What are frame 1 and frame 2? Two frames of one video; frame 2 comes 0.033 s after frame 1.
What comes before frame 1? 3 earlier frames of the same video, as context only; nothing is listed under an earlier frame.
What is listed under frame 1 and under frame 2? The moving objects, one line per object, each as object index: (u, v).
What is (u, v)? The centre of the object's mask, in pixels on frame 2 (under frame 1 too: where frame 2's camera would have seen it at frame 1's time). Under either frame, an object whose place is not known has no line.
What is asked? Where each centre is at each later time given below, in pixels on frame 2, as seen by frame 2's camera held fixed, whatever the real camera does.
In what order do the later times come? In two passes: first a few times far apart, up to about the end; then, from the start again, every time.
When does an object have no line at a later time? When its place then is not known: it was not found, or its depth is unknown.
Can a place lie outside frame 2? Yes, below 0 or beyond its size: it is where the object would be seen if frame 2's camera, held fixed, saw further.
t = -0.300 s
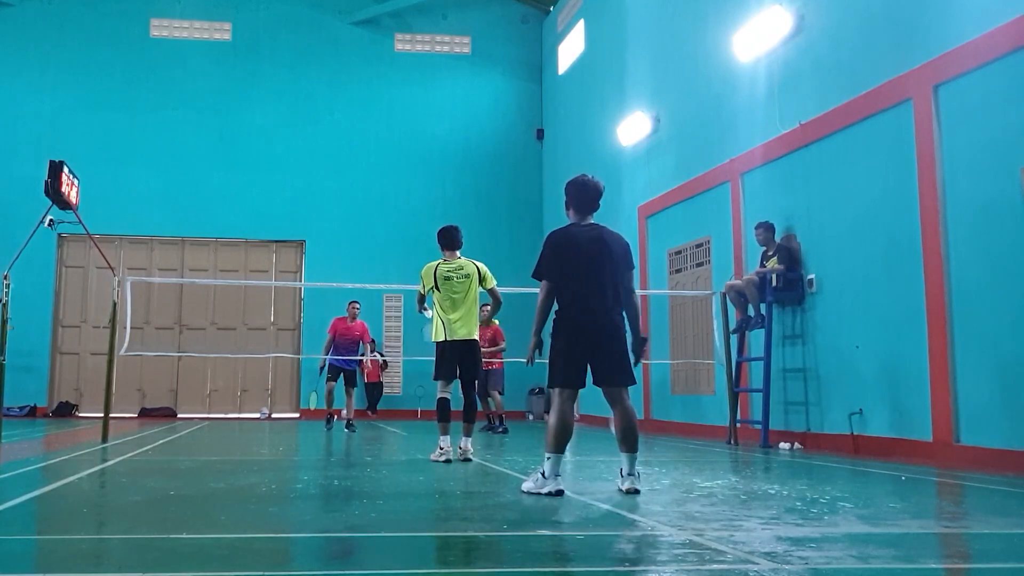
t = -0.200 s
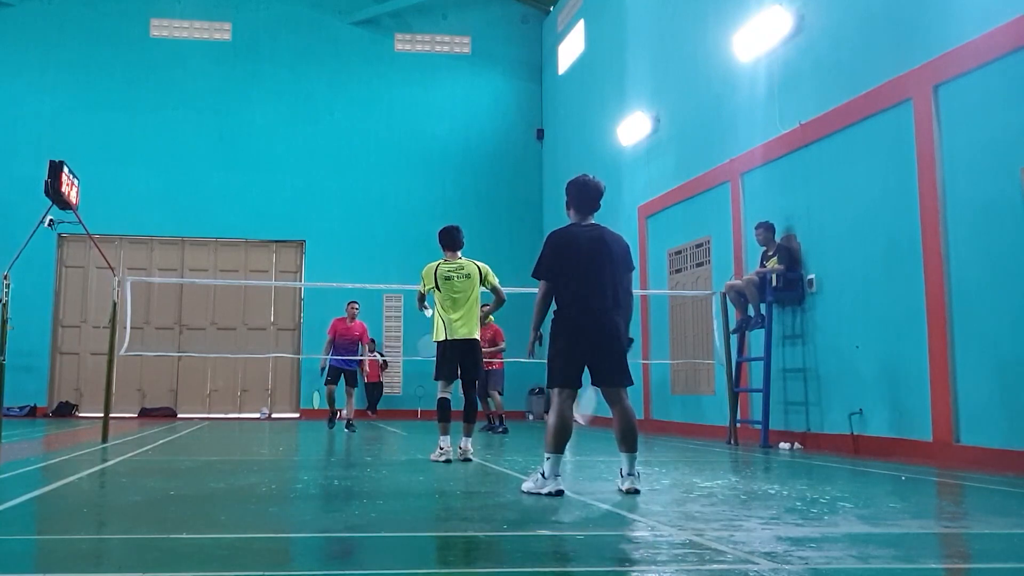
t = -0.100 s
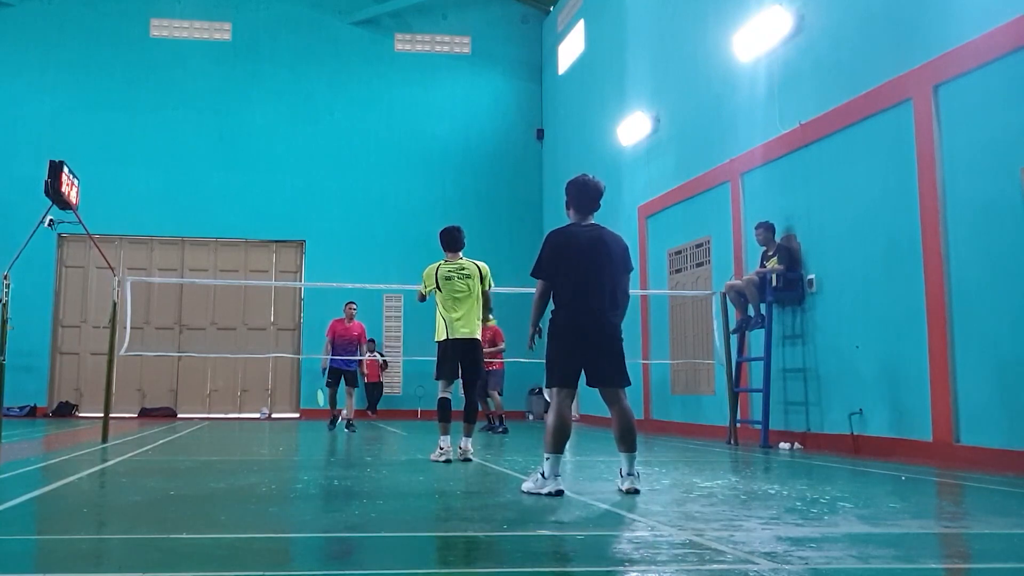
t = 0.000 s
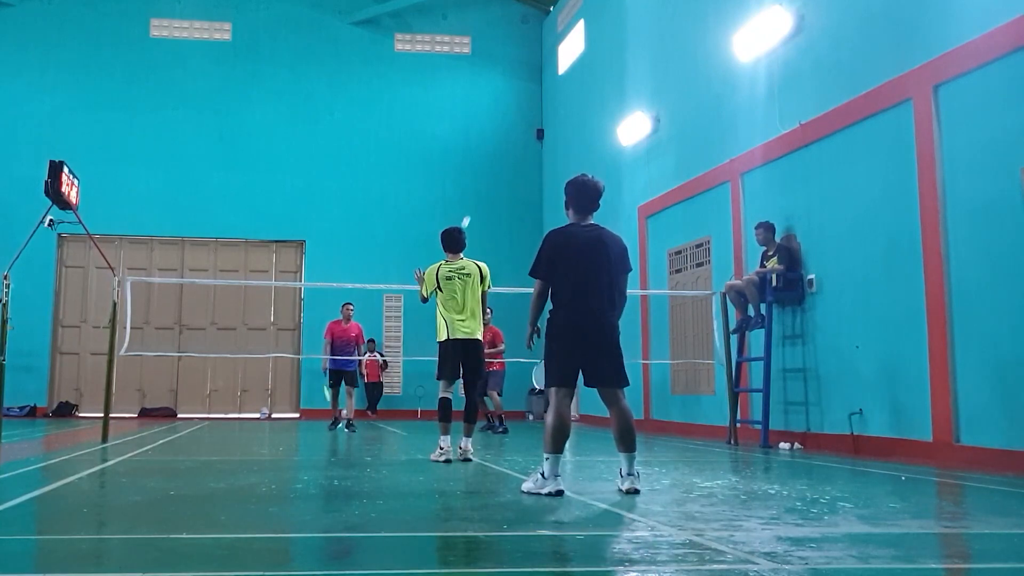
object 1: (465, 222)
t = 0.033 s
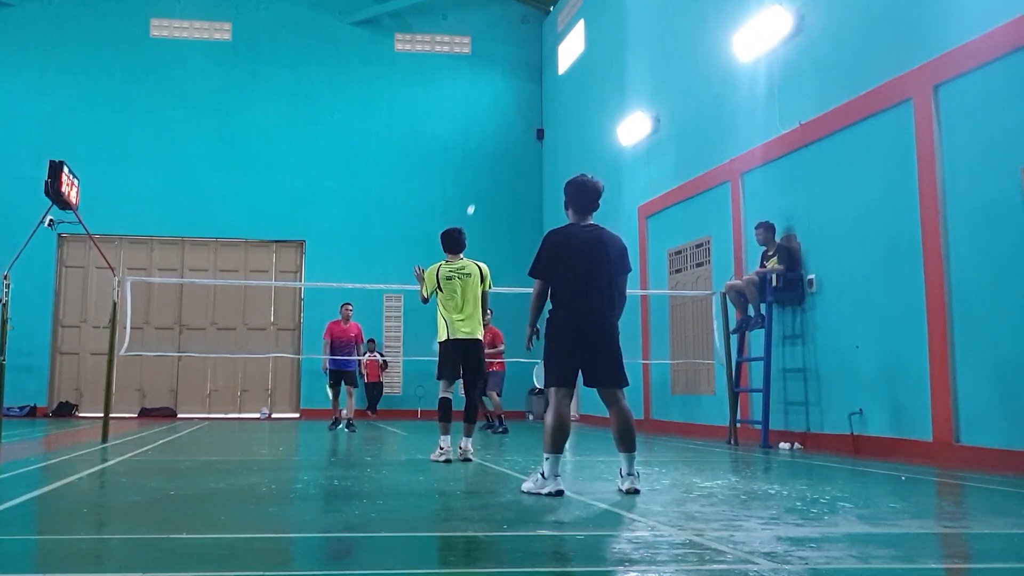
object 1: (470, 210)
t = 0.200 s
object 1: (490, 181)
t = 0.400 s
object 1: (504, 183)
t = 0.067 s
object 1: (474, 200)
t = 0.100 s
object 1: (479, 193)
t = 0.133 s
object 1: (483, 187)
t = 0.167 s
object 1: (487, 184)
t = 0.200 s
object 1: (490, 181)
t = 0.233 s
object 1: (493, 179)
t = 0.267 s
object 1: (495, 178)
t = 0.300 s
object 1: (497, 178)
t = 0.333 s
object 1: (500, 179)
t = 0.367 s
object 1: (502, 181)
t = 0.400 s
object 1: (504, 183)
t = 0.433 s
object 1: (506, 185)
